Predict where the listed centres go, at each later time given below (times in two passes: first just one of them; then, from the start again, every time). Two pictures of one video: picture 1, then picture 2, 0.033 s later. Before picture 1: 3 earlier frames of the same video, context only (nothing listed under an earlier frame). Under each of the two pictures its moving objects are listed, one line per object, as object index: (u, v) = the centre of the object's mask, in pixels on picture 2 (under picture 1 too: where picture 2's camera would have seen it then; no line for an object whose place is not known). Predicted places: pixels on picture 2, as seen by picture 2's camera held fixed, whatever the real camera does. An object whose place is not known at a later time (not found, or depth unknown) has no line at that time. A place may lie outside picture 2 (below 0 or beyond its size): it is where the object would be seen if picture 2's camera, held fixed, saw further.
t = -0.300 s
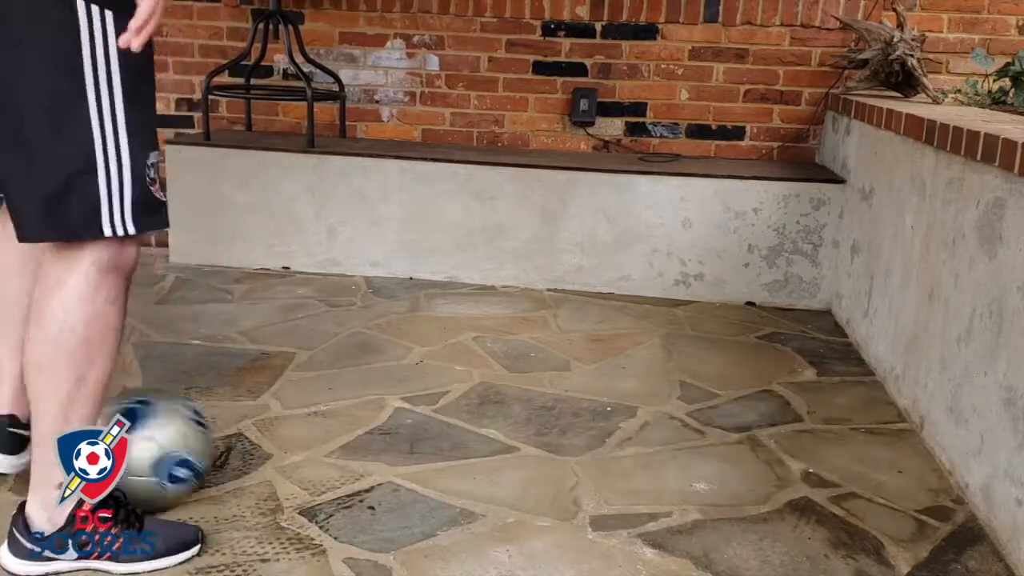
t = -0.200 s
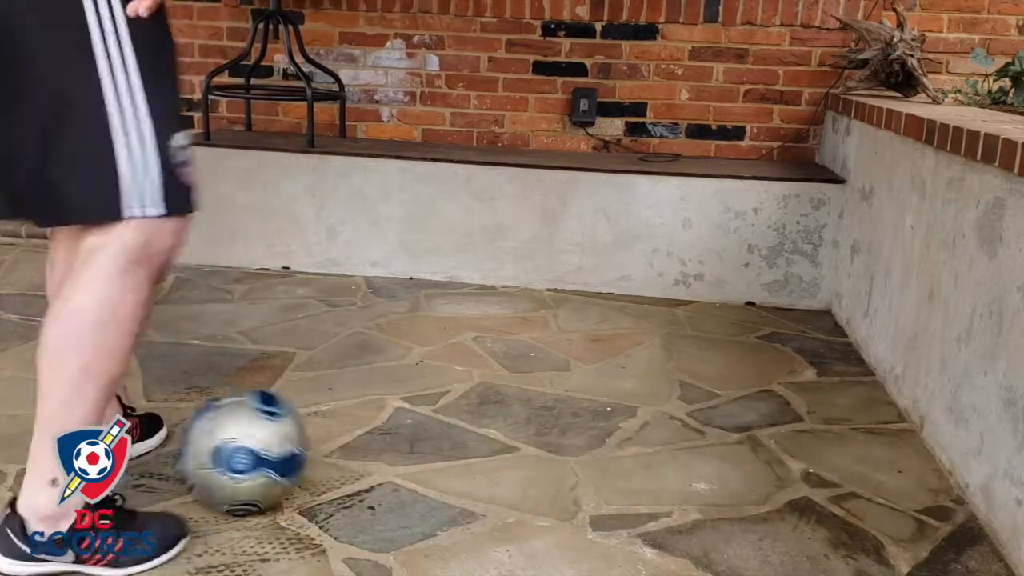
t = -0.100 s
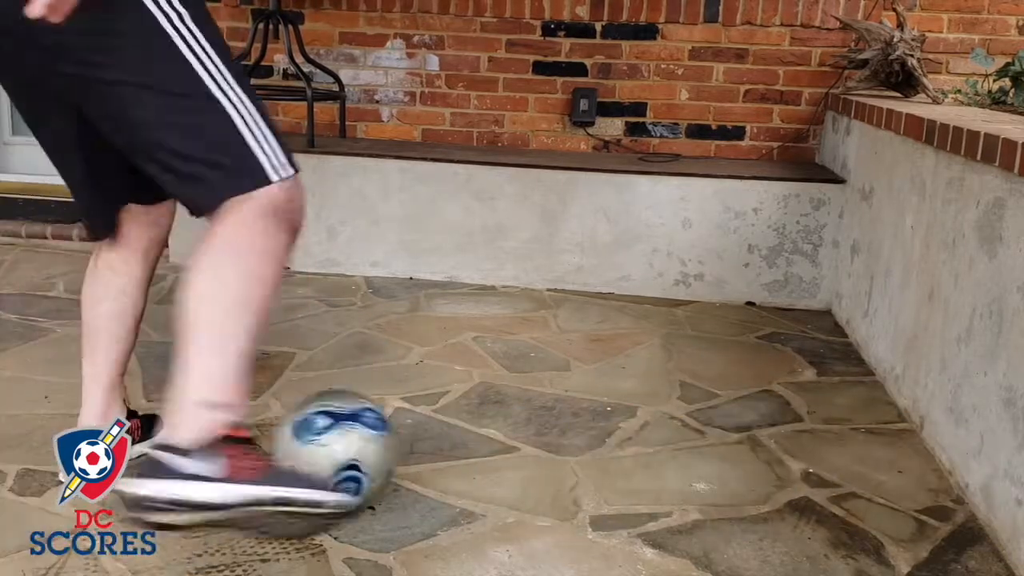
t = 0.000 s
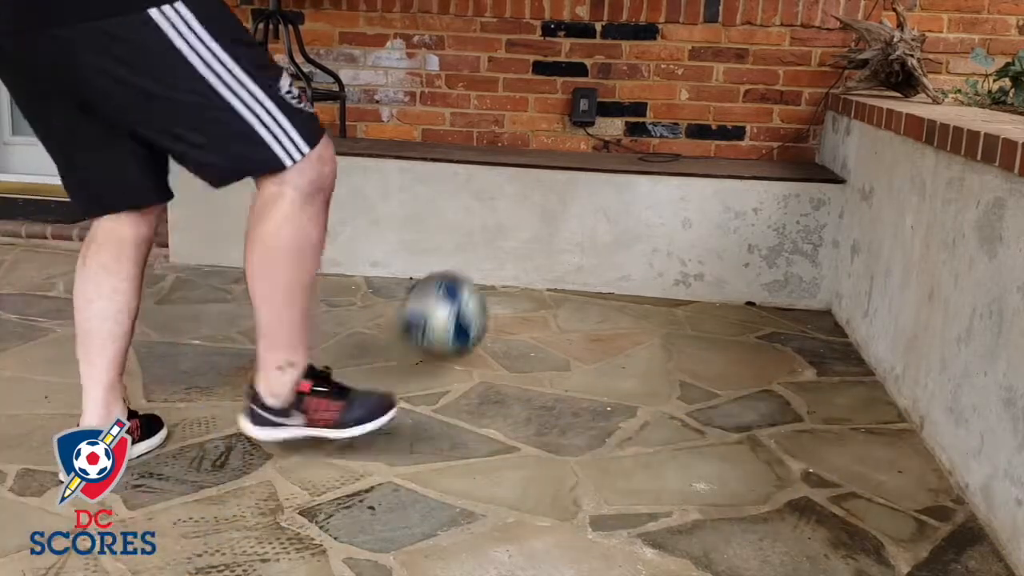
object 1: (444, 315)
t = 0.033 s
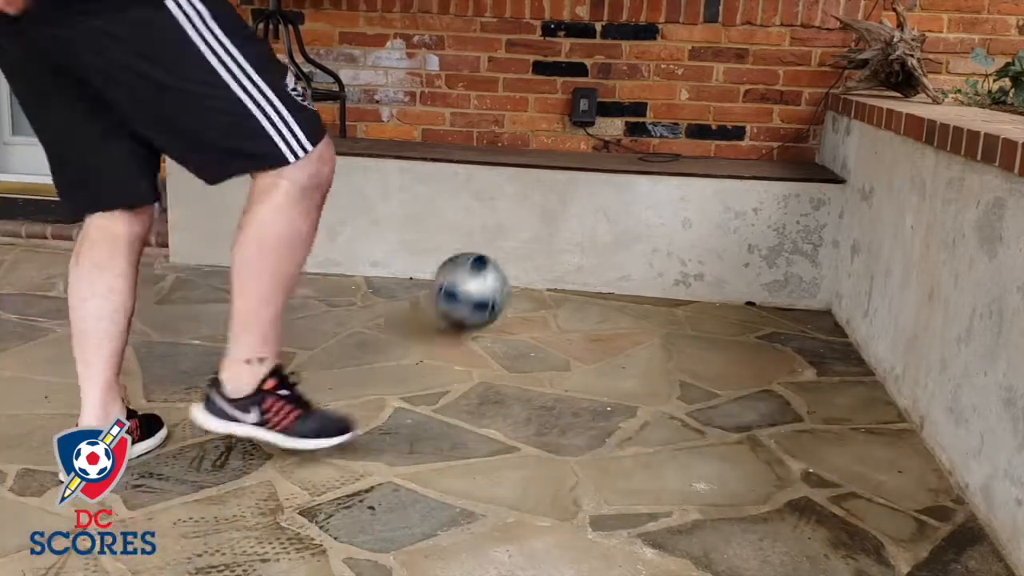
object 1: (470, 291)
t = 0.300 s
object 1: (392, 362)
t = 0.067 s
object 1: (488, 272)
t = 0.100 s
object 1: (501, 242)
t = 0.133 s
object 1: (489, 222)
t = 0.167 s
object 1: (475, 216)
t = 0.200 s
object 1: (459, 224)
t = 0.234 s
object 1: (439, 250)
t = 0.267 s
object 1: (418, 295)
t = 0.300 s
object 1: (392, 362)
